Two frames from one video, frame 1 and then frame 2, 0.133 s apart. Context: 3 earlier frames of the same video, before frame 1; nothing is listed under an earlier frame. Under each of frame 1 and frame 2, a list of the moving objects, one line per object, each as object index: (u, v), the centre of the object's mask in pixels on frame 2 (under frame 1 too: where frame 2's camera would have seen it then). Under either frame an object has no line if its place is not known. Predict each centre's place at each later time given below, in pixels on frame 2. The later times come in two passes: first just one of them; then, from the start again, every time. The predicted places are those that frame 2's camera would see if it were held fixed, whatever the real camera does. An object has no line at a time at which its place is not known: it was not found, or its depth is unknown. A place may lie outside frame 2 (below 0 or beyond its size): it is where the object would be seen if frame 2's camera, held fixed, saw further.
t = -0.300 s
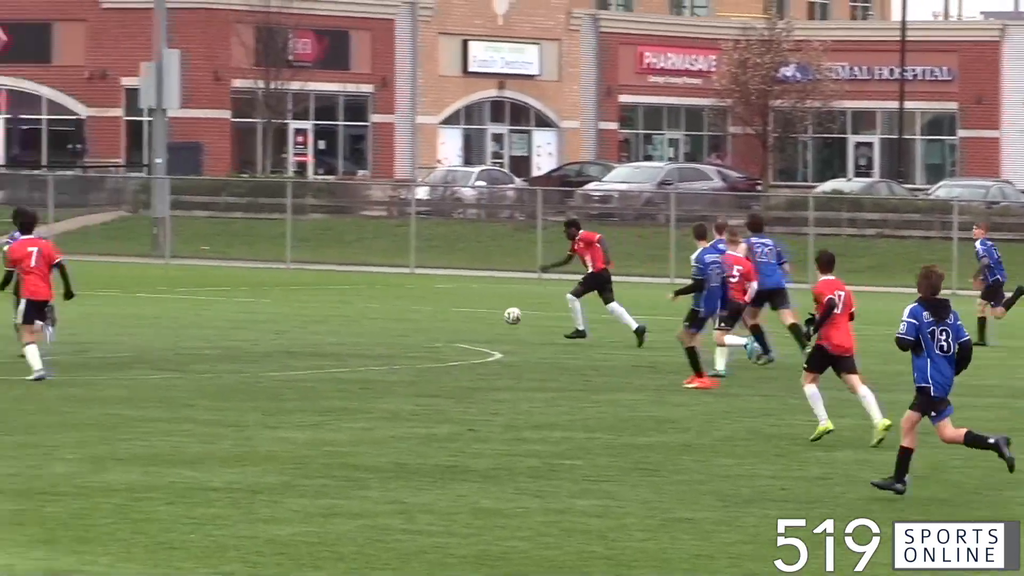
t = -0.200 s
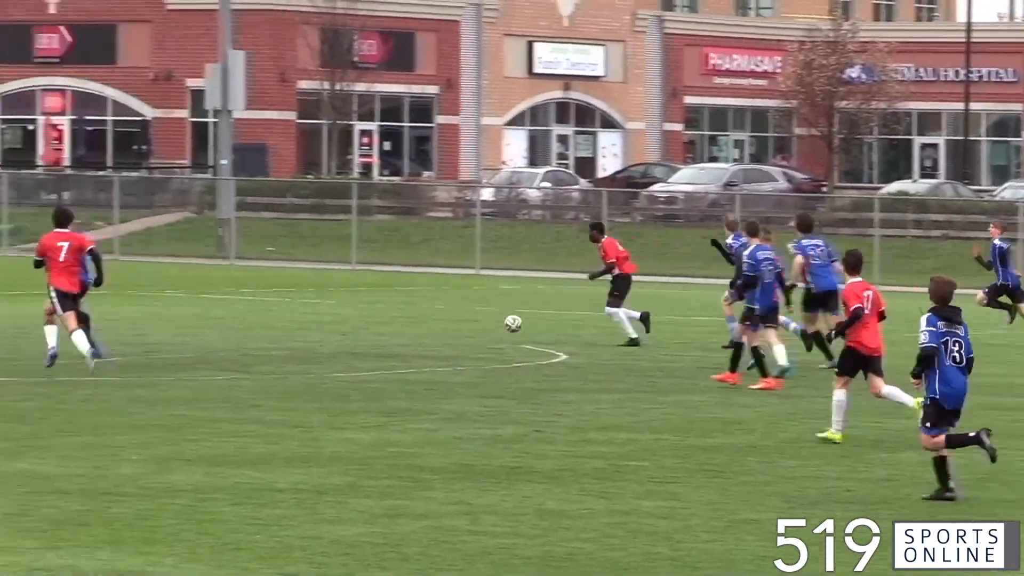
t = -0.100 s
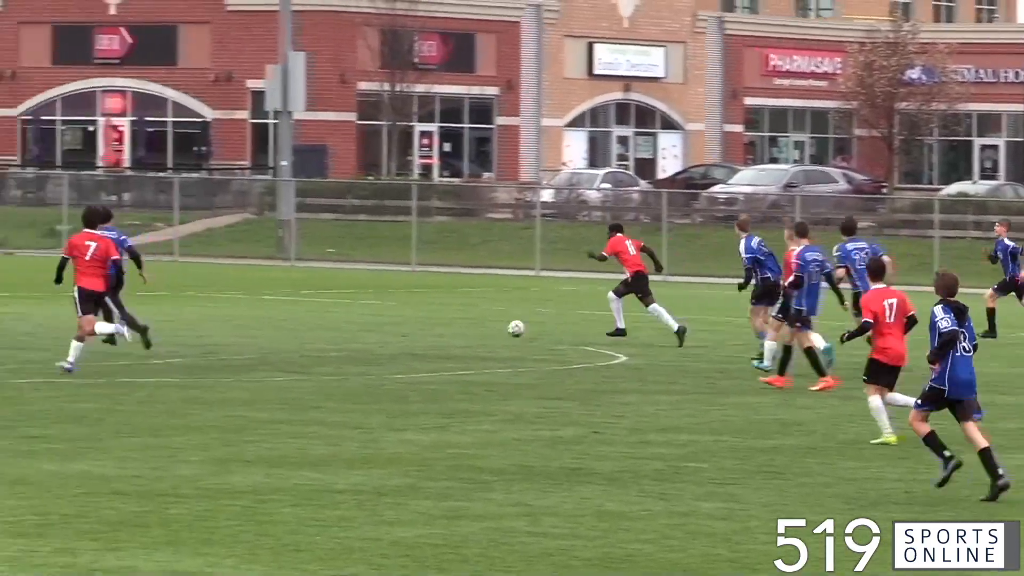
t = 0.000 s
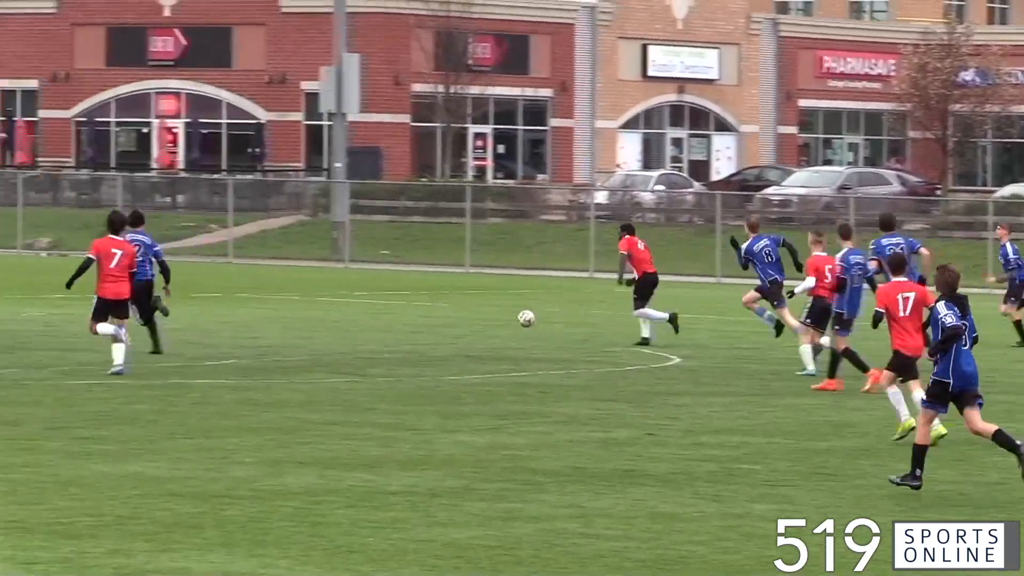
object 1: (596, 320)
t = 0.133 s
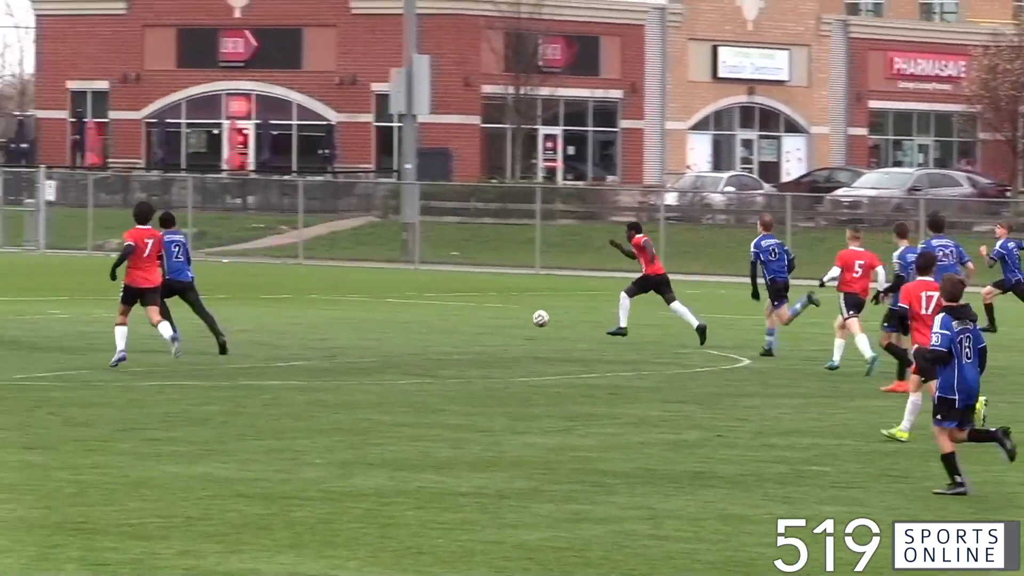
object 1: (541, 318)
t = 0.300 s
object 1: (477, 322)
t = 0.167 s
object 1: (527, 320)
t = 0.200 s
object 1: (514, 323)
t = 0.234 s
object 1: (501, 327)
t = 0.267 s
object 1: (489, 326)
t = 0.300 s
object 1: (477, 322)
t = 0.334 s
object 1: (466, 319)
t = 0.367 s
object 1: (455, 317)
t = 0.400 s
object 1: (444, 316)
